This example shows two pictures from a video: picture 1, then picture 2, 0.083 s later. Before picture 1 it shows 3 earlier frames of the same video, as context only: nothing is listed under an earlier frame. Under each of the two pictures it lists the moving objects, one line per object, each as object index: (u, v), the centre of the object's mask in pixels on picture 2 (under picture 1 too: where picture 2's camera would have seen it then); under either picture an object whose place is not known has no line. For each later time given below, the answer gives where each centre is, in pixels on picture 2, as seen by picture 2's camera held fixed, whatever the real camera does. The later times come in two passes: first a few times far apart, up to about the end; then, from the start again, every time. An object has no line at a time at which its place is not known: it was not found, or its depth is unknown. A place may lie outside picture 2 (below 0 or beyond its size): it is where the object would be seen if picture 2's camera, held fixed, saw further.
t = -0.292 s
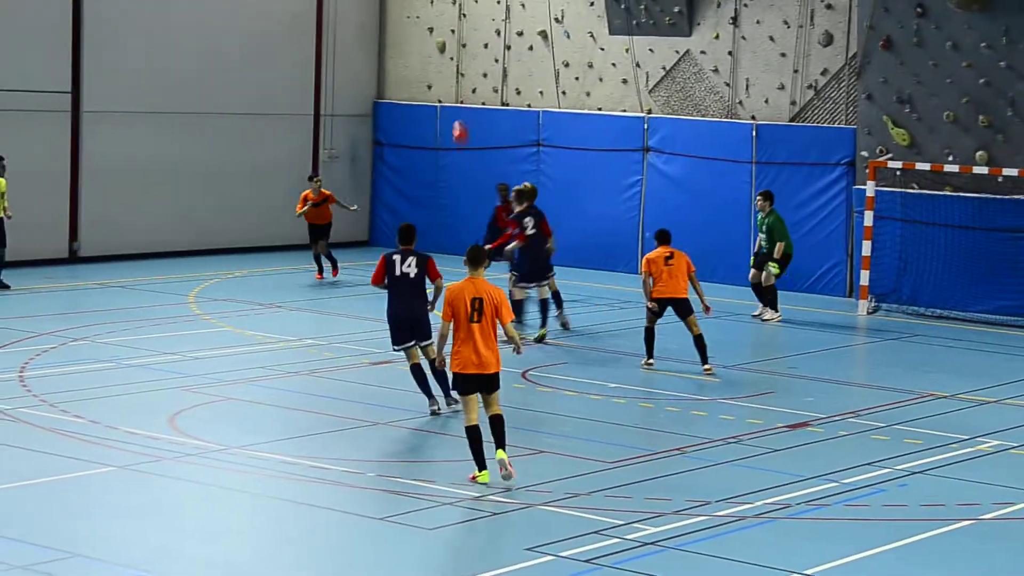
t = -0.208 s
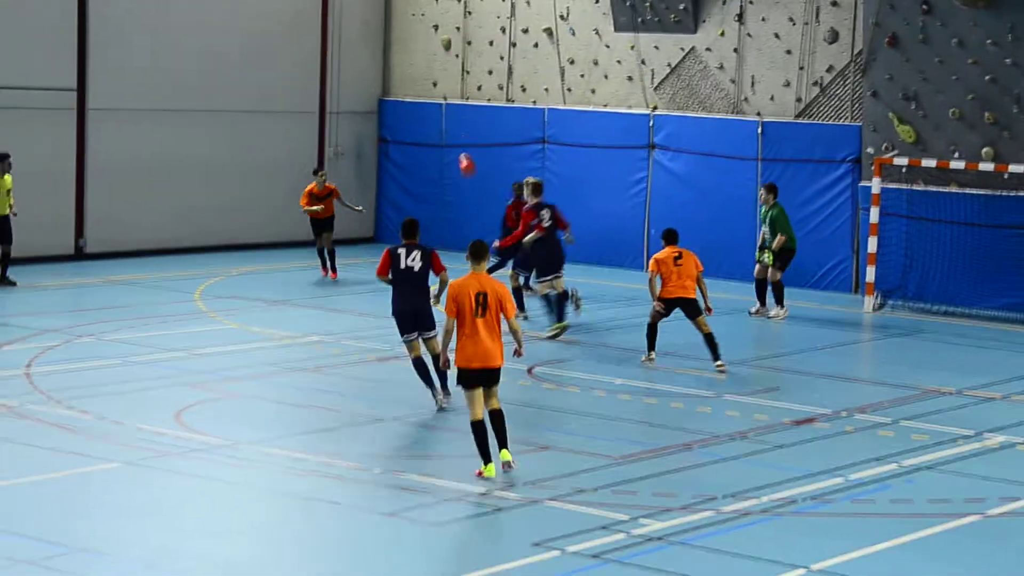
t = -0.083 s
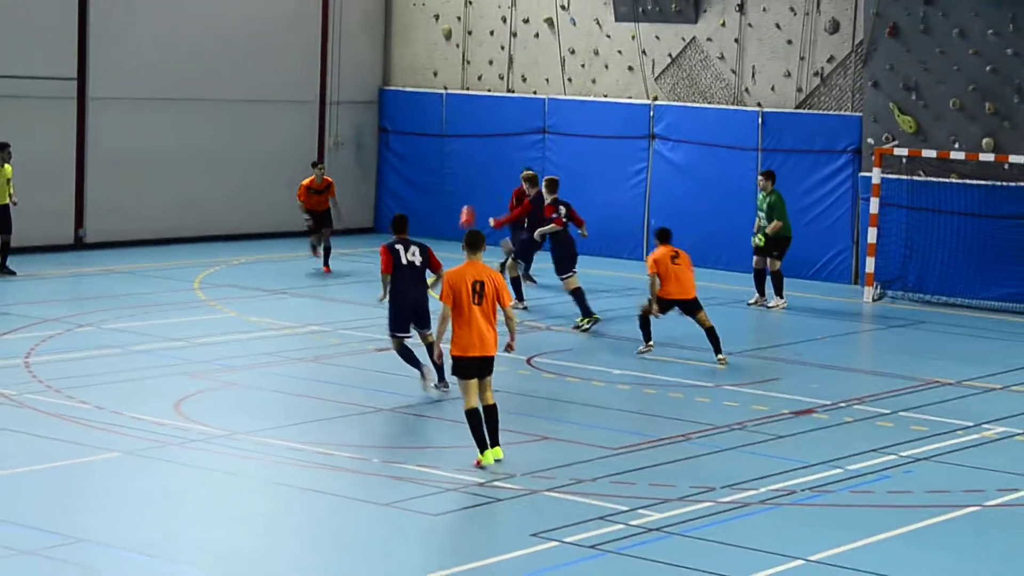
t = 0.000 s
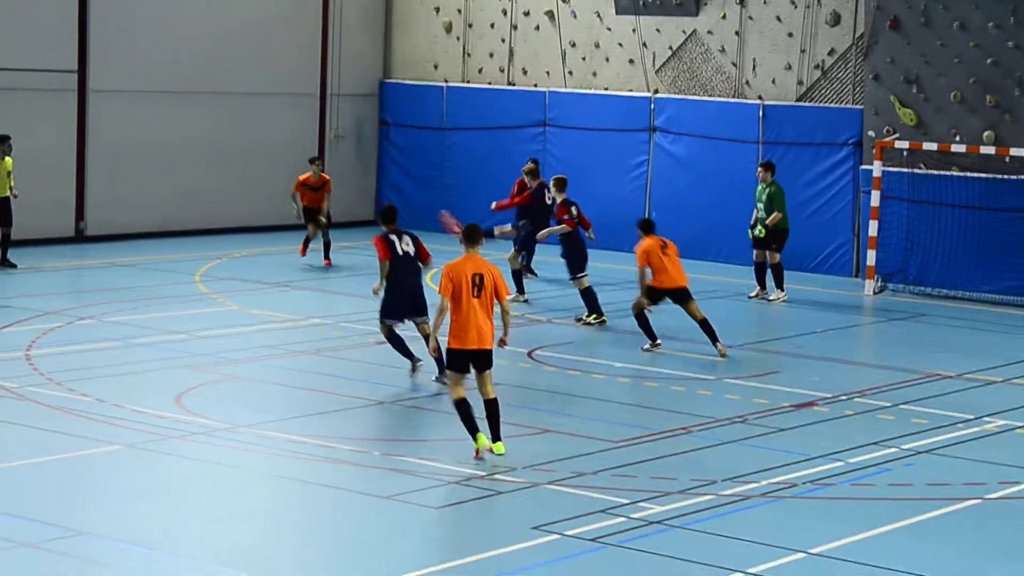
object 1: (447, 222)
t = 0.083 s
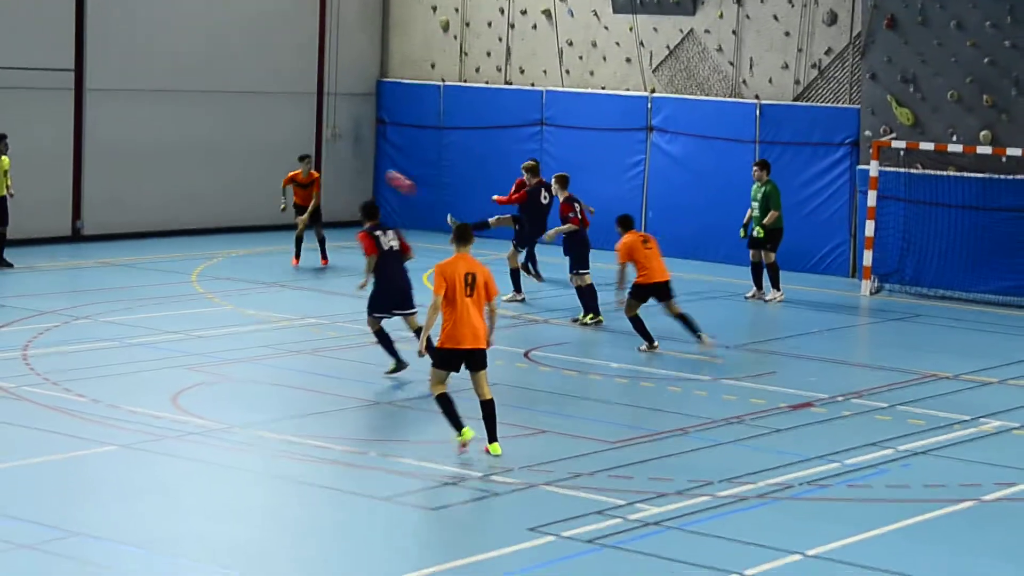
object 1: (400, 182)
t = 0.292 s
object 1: (263, 92)
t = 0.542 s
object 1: (58, 34)
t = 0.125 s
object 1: (376, 162)
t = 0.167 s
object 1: (348, 142)
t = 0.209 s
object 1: (321, 125)
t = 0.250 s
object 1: (292, 107)
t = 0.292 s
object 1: (263, 92)
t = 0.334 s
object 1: (231, 77)
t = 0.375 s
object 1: (200, 66)
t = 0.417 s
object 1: (166, 54)
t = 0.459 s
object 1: (131, 46)
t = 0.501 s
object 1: (95, 39)
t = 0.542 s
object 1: (58, 34)
